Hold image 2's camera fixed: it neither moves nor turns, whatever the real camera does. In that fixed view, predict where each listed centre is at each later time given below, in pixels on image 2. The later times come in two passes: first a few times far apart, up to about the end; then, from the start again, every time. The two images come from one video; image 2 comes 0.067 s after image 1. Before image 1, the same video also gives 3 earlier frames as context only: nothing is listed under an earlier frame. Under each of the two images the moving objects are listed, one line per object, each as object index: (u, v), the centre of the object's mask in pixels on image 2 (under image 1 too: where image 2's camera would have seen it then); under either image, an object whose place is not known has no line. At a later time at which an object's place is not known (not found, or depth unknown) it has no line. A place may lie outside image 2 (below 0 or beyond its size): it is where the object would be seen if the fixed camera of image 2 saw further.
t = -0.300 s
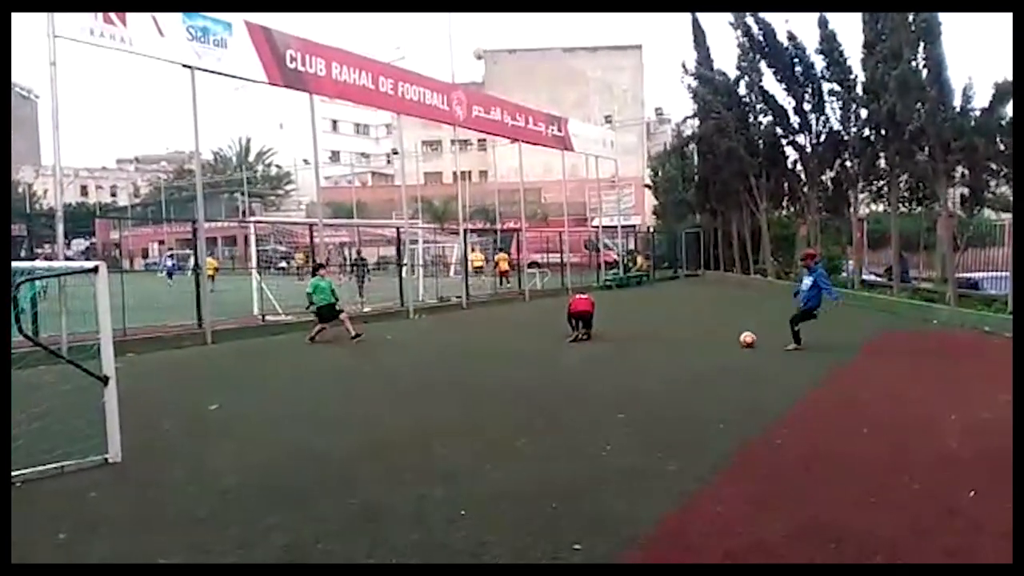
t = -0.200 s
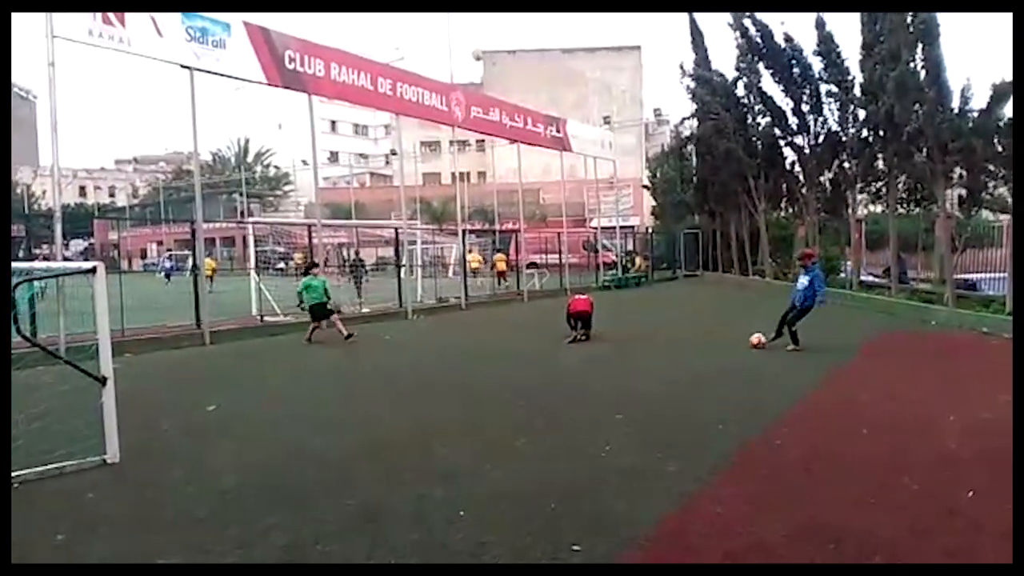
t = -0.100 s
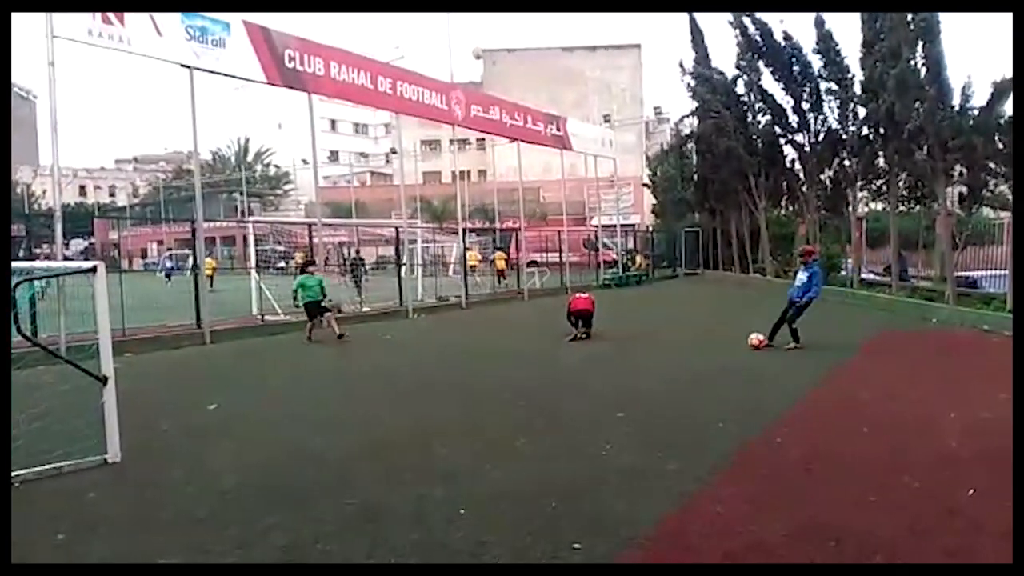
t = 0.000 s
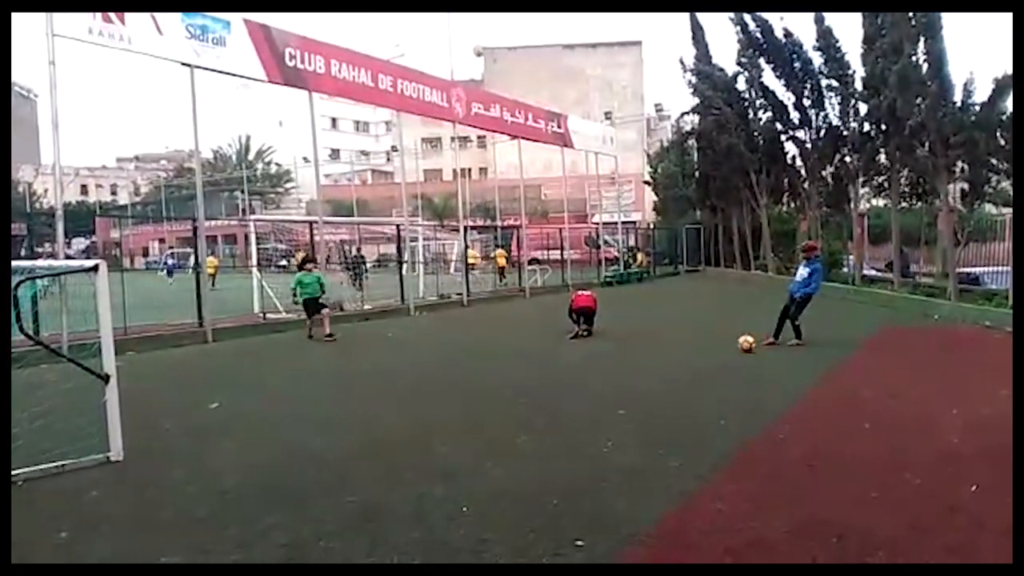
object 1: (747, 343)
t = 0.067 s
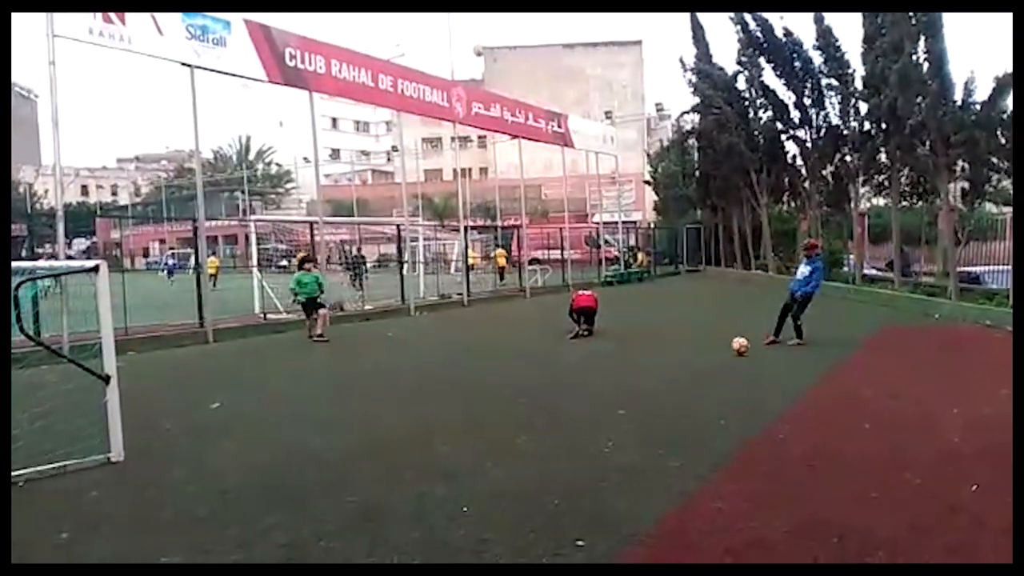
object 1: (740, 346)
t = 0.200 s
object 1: (727, 353)
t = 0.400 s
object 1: (714, 364)
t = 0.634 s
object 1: (706, 379)
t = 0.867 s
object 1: (697, 393)
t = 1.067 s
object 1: (689, 408)
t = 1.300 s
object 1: (678, 430)
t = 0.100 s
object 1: (736, 348)
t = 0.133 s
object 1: (732, 351)
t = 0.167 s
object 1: (729, 352)
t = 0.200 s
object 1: (727, 353)
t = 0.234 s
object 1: (724, 354)
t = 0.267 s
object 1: (722, 356)
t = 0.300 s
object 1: (719, 359)
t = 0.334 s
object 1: (716, 363)
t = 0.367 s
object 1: (715, 363)
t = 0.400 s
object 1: (714, 364)
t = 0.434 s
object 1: (712, 366)
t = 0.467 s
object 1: (710, 369)
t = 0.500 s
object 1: (710, 371)
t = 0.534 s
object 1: (708, 373)
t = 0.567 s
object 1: (708, 375)
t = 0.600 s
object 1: (707, 377)
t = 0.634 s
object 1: (706, 379)
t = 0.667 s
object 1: (704, 380)
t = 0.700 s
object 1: (702, 383)
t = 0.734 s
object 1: (701, 385)
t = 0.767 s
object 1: (700, 387)
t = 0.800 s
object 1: (699, 389)
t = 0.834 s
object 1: (698, 391)
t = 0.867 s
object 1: (697, 393)
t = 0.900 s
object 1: (696, 396)
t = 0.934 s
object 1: (695, 399)
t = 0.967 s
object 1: (693, 402)
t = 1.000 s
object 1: (692, 403)
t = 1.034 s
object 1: (691, 406)
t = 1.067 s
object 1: (689, 408)
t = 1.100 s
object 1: (688, 411)
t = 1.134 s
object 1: (686, 413)
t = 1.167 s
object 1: (684, 417)
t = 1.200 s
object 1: (683, 420)
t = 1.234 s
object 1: (681, 423)
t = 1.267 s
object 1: (679, 426)
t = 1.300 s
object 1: (678, 430)
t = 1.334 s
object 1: (676, 432)
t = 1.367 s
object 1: (674, 436)
